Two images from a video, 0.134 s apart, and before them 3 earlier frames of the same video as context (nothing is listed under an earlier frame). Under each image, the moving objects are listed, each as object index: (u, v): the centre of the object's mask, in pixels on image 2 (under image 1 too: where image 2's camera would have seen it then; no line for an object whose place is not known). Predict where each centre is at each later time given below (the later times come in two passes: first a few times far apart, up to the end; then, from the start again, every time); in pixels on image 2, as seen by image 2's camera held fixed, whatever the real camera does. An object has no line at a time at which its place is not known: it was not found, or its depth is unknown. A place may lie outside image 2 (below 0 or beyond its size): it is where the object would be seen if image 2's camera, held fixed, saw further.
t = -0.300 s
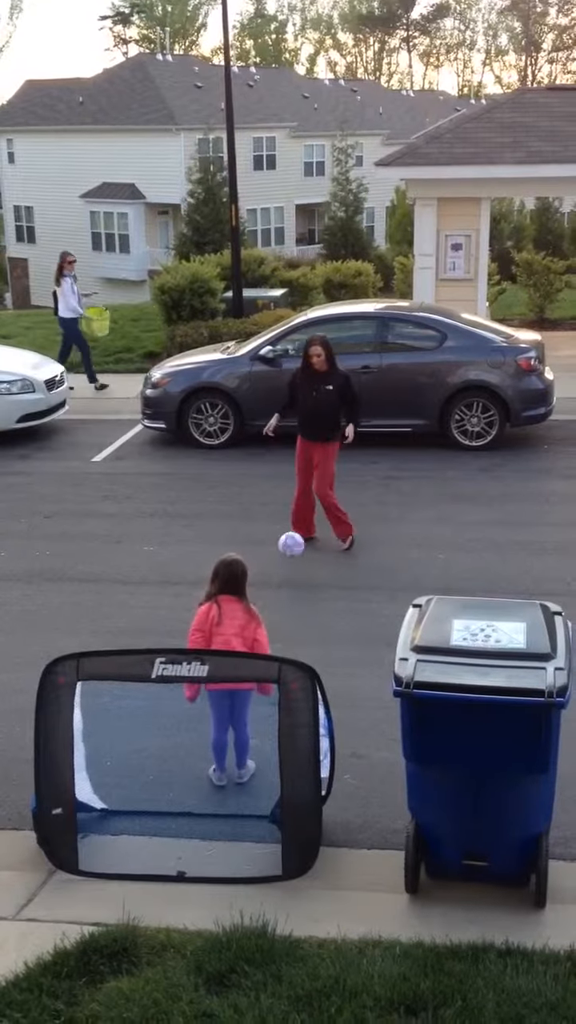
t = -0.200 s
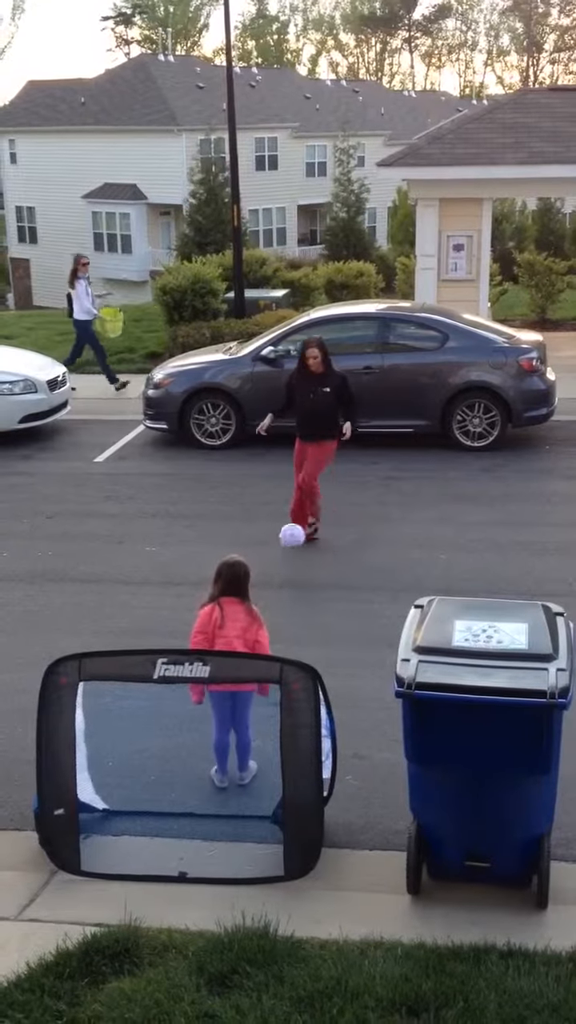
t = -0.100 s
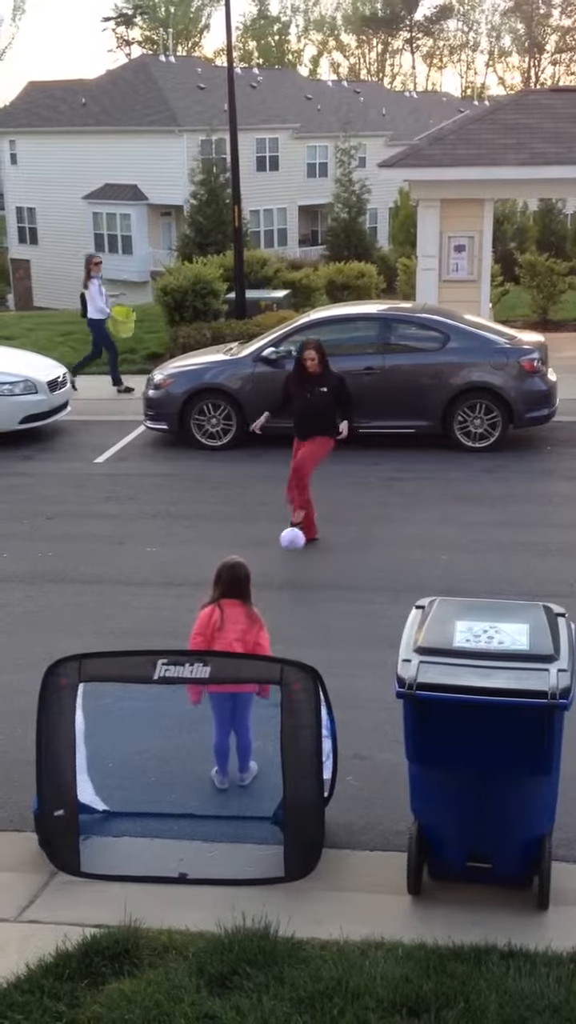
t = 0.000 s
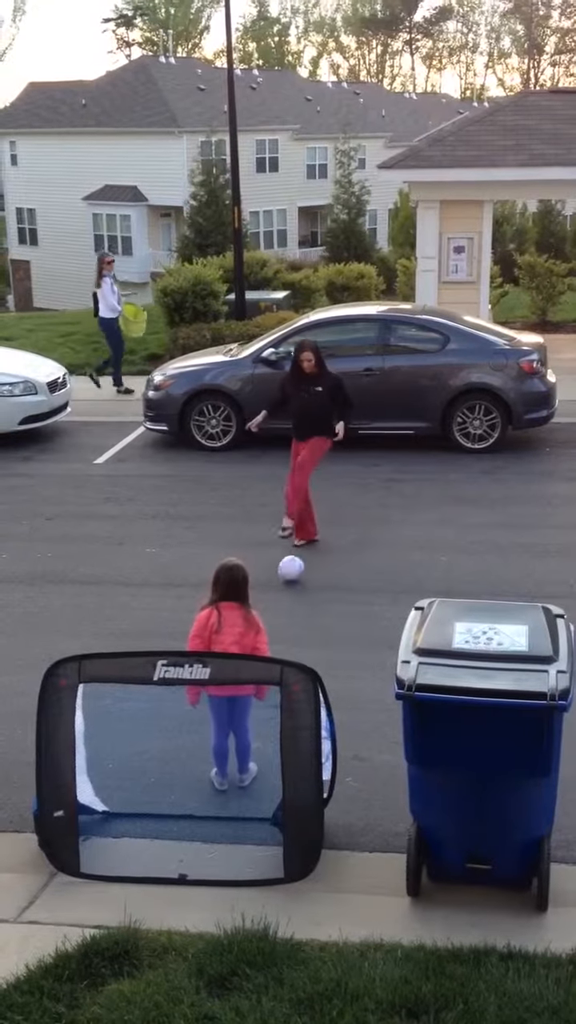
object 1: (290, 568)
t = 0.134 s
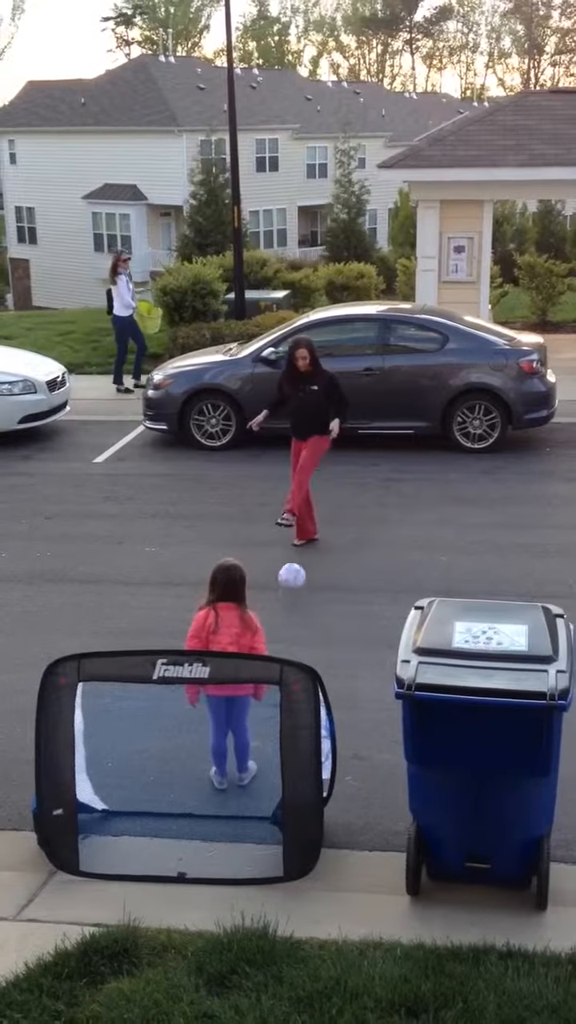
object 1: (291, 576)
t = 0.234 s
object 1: (293, 596)
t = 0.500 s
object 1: (299, 646)
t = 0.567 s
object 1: (301, 653)
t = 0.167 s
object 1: (292, 581)
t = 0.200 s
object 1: (292, 588)
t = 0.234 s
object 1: (293, 596)
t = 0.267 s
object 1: (293, 607)
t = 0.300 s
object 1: (293, 611)
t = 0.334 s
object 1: (294, 614)
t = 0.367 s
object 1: (295, 620)
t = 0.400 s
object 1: (295, 628)
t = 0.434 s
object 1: (297, 635)
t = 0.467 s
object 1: (297, 639)
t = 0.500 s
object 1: (299, 646)
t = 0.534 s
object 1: (300, 650)
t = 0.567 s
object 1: (301, 653)
